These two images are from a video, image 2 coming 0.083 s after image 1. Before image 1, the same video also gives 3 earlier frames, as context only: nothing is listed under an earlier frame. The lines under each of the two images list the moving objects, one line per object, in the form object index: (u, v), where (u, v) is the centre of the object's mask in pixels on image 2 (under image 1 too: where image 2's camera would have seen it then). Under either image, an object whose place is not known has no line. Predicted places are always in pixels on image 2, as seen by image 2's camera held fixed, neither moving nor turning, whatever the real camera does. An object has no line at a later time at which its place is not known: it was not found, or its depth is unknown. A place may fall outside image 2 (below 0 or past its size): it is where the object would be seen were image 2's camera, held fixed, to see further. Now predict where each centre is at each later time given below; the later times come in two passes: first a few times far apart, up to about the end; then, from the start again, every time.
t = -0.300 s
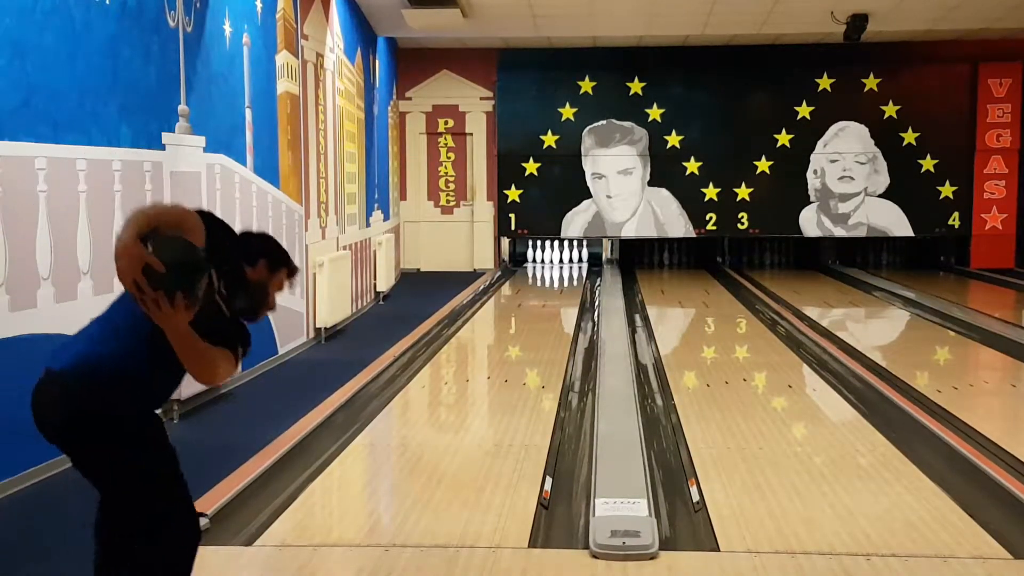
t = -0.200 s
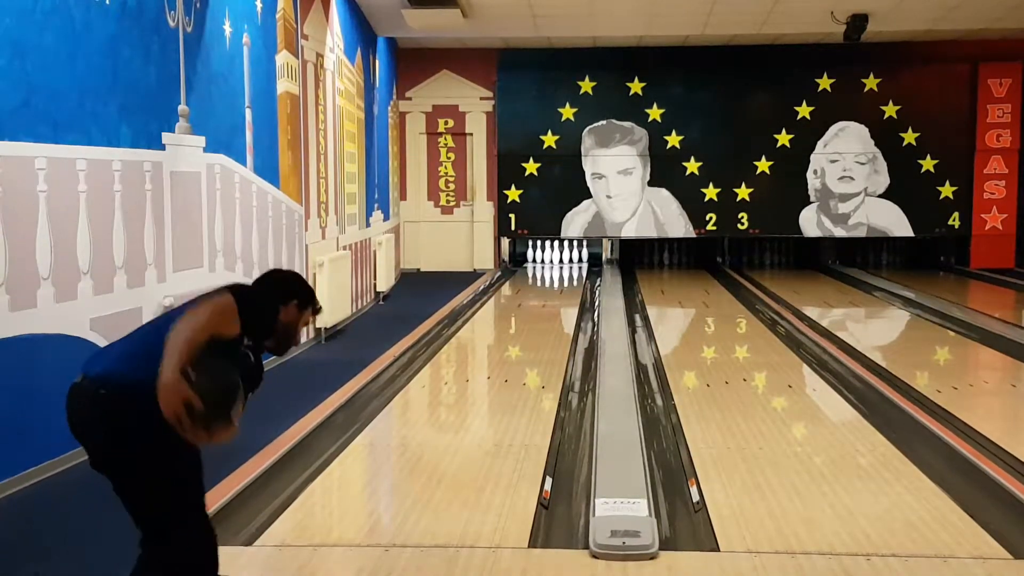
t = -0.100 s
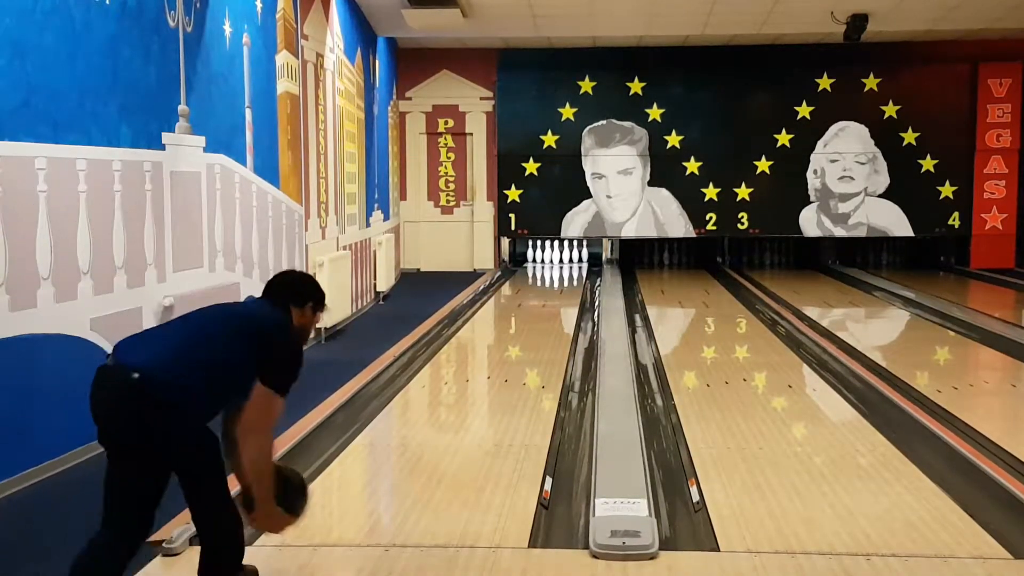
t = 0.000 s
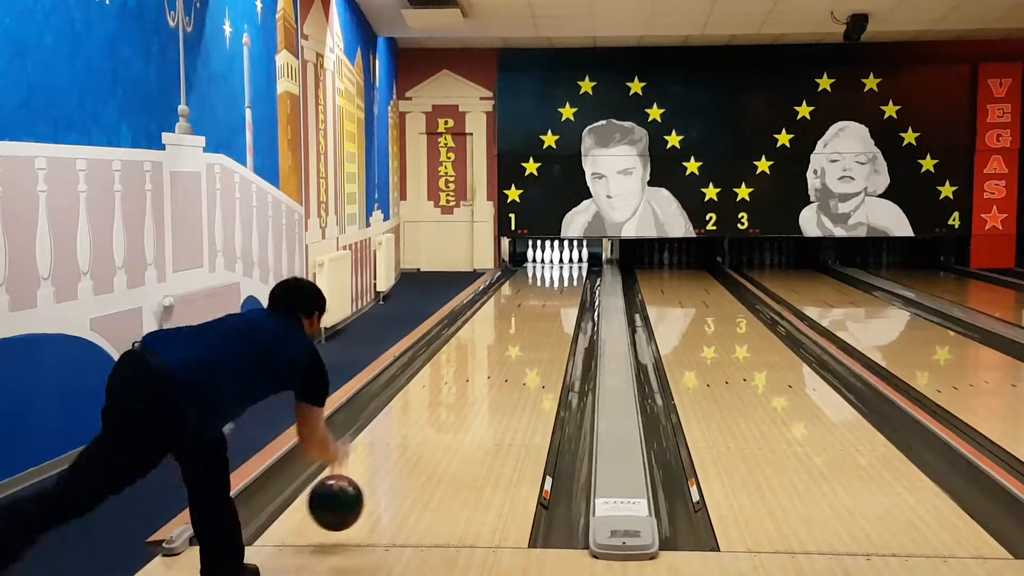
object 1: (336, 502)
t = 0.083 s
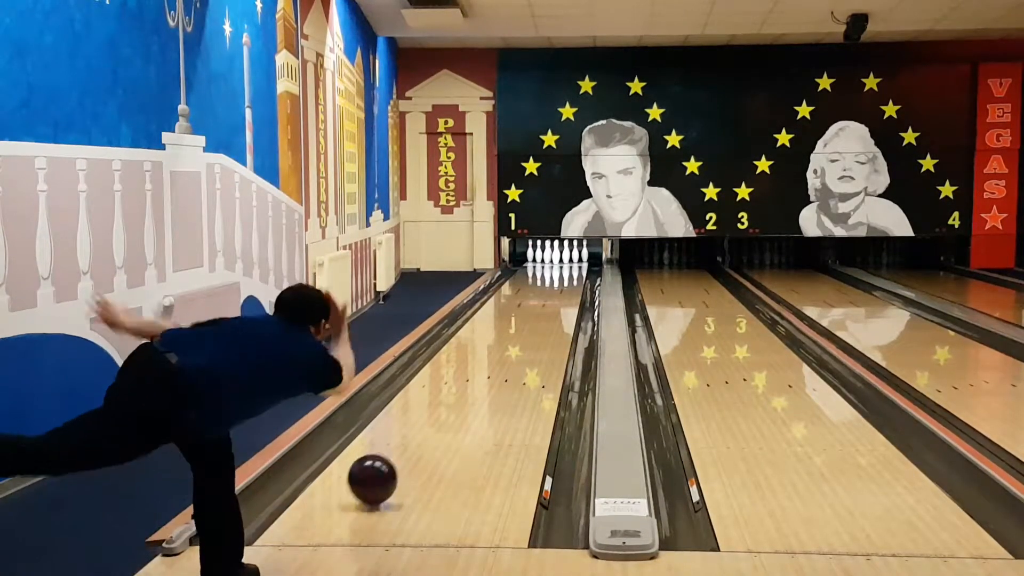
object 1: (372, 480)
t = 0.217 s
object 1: (416, 439)
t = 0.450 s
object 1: (467, 386)
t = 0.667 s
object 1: (498, 353)
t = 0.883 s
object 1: (520, 330)
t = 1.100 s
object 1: (536, 312)
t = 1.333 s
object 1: (549, 297)
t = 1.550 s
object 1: (557, 286)
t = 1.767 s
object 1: (563, 276)
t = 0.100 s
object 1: (378, 474)
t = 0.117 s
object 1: (385, 468)
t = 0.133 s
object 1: (390, 463)
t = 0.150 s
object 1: (396, 459)
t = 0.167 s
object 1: (401, 454)
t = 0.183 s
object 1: (406, 448)
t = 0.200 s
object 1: (411, 444)
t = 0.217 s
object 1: (416, 439)
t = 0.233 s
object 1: (420, 434)
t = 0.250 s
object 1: (425, 430)
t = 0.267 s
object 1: (429, 425)
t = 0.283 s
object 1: (433, 421)
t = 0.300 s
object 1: (437, 417)
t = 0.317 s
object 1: (441, 413)
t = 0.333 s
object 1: (444, 409)
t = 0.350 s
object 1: (448, 405)
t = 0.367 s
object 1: (451, 402)
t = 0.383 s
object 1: (455, 399)
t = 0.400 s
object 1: (458, 395)
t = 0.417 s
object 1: (461, 392)
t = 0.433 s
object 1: (464, 389)
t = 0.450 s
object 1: (467, 386)
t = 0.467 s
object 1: (470, 383)
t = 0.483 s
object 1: (472, 380)
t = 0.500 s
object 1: (475, 377)
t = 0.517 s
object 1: (478, 374)
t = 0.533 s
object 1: (480, 372)
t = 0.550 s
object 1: (483, 369)
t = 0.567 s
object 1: (485, 367)
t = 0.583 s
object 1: (487, 365)
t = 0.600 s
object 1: (490, 362)
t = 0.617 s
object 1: (492, 360)
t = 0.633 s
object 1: (494, 358)
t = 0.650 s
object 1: (496, 355)
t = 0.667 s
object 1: (498, 353)
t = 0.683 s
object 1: (500, 351)
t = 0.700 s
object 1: (502, 349)
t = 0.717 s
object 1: (504, 347)
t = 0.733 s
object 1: (505, 345)
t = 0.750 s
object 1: (507, 343)
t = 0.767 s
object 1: (509, 341)
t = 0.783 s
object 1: (511, 340)
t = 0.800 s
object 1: (512, 338)
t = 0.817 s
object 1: (514, 336)
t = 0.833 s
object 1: (515, 335)
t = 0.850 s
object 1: (517, 333)
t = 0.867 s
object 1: (518, 331)
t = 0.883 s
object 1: (520, 330)
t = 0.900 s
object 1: (521, 328)
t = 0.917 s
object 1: (523, 327)
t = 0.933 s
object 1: (524, 325)
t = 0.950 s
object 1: (526, 324)
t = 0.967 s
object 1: (526, 322)
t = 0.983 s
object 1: (528, 321)
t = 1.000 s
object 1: (529, 320)
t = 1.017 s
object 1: (530, 318)
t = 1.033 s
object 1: (532, 317)
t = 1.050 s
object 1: (533, 316)
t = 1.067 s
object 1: (534, 314)
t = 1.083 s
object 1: (535, 313)
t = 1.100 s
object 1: (536, 312)
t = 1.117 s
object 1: (537, 311)
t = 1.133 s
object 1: (538, 310)
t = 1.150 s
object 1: (539, 308)
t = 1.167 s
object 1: (540, 307)
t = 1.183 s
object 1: (541, 306)
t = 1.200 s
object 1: (542, 305)
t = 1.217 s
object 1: (543, 304)
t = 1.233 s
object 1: (544, 303)
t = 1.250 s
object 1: (544, 302)
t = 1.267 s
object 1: (545, 301)
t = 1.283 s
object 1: (546, 300)
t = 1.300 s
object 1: (547, 299)
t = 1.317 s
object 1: (548, 298)
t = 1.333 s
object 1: (549, 297)
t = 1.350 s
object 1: (550, 296)
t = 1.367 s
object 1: (550, 295)
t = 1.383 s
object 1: (551, 294)
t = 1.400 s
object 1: (552, 293)
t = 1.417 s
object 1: (552, 292)
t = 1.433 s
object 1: (553, 291)
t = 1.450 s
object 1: (554, 291)
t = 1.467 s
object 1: (554, 290)
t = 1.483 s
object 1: (555, 289)
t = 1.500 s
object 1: (555, 288)
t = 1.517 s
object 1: (556, 287)
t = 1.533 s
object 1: (557, 287)
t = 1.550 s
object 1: (557, 286)
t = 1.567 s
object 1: (558, 285)
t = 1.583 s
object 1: (558, 284)
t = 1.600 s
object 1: (559, 283)
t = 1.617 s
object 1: (559, 282)
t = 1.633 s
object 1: (560, 282)
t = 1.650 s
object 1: (561, 281)
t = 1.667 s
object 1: (561, 280)
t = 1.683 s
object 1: (561, 280)
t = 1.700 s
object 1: (562, 279)
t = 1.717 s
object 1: (562, 279)
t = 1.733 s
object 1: (562, 278)
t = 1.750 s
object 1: (563, 277)
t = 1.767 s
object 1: (563, 276)
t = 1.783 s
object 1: (564, 276)
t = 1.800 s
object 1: (564, 275)
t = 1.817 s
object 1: (564, 275)
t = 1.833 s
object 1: (564, 274)
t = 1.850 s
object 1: (565, 273)
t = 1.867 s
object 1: (565, 273)
